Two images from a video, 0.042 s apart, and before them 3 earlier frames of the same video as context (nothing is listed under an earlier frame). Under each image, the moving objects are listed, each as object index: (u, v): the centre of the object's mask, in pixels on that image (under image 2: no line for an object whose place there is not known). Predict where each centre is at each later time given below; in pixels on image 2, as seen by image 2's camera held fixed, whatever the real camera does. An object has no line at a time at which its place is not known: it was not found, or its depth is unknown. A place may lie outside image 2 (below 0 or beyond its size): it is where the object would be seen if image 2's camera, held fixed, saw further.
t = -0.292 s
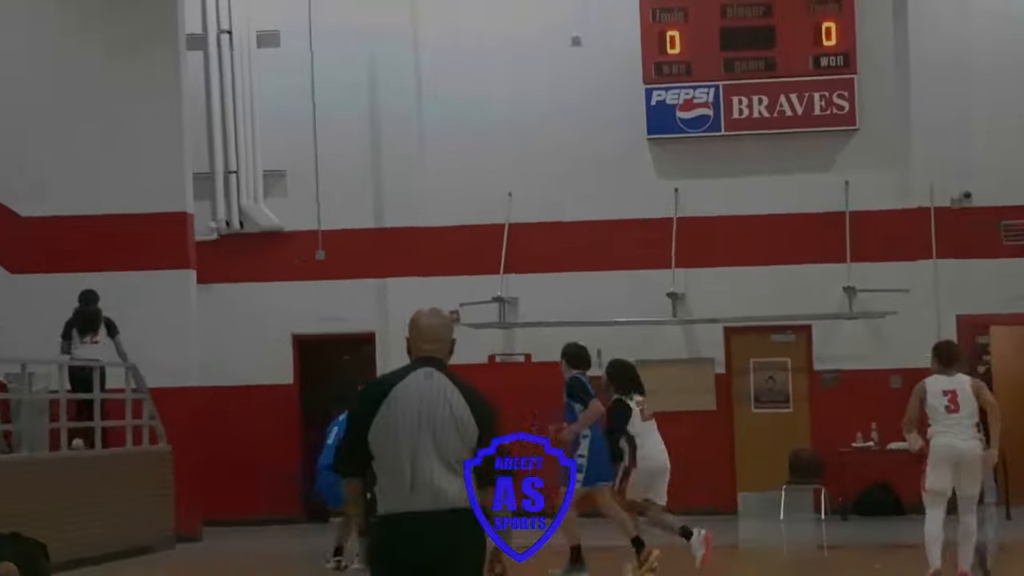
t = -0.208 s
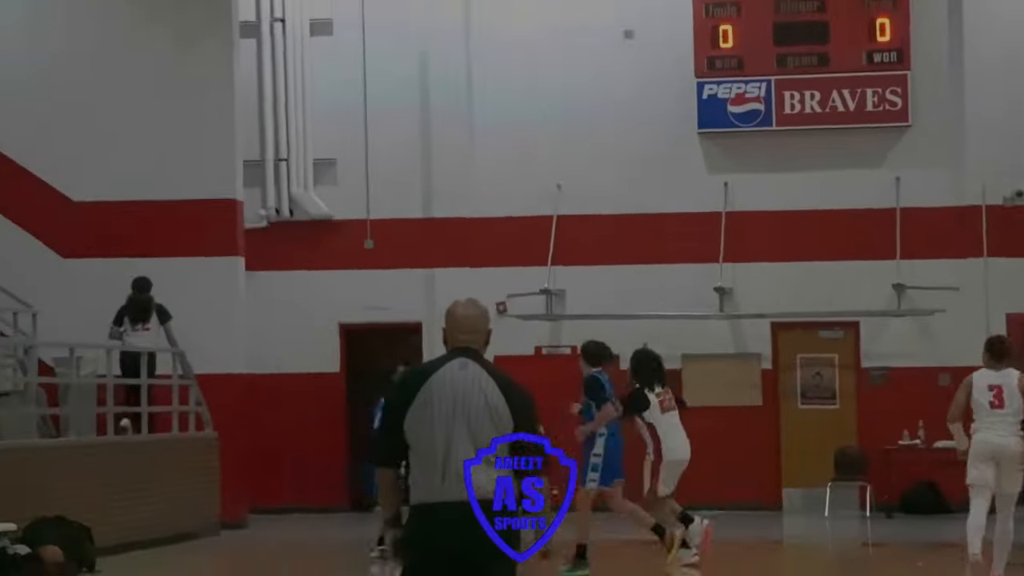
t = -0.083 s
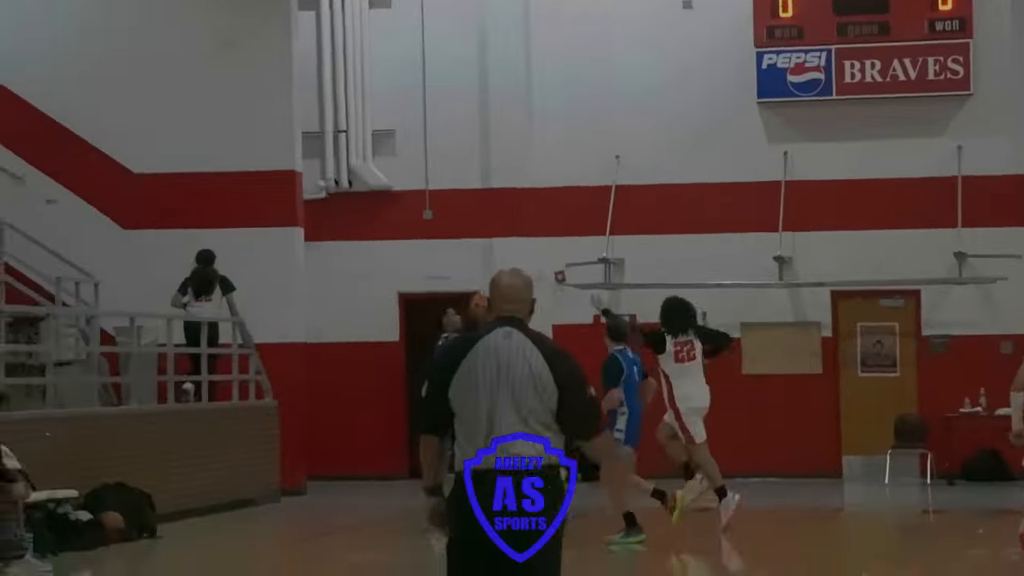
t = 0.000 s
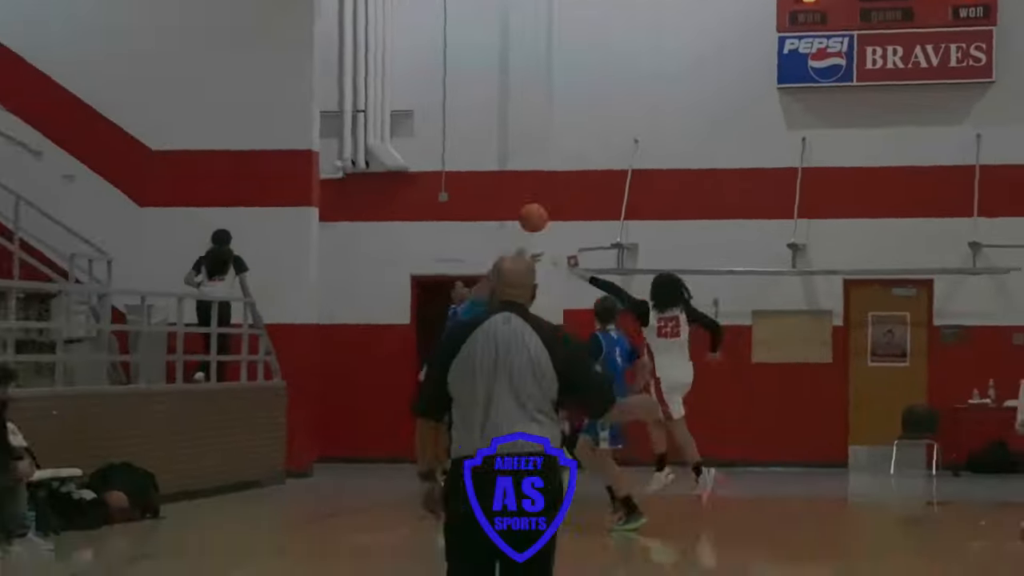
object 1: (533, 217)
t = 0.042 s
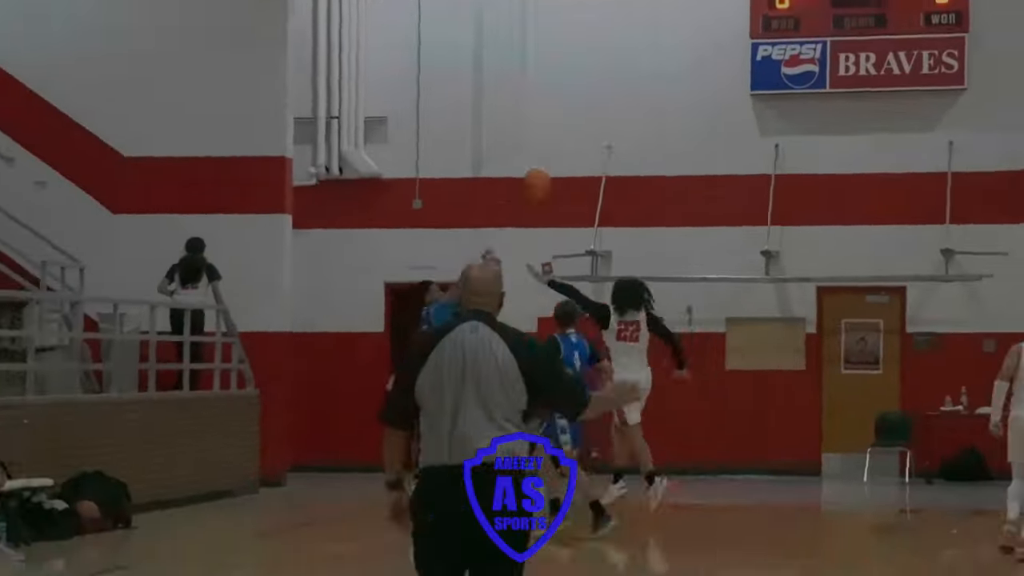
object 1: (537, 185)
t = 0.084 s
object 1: (558, 155)
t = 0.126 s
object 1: (591, 114)
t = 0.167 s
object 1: (611, 91)
